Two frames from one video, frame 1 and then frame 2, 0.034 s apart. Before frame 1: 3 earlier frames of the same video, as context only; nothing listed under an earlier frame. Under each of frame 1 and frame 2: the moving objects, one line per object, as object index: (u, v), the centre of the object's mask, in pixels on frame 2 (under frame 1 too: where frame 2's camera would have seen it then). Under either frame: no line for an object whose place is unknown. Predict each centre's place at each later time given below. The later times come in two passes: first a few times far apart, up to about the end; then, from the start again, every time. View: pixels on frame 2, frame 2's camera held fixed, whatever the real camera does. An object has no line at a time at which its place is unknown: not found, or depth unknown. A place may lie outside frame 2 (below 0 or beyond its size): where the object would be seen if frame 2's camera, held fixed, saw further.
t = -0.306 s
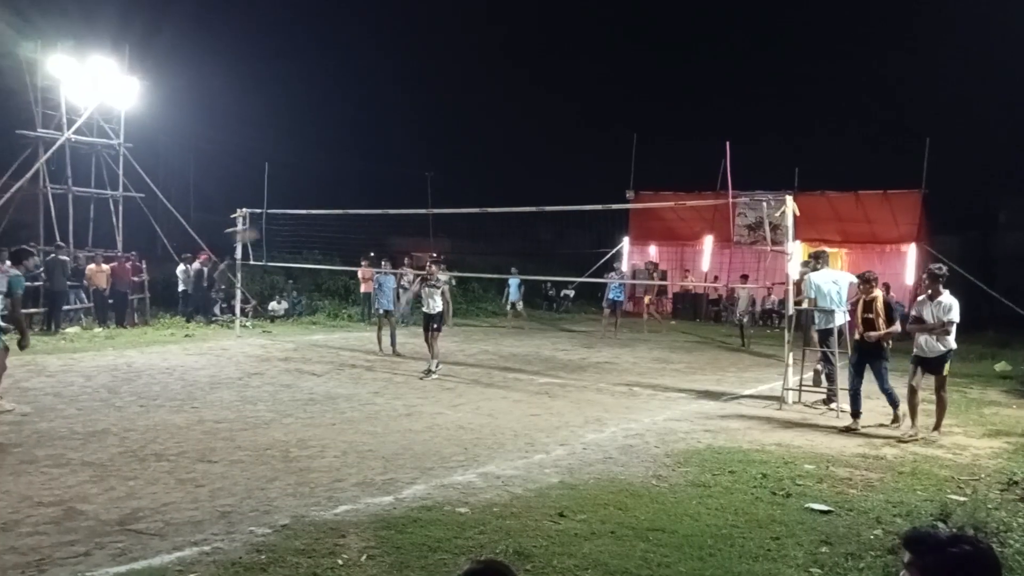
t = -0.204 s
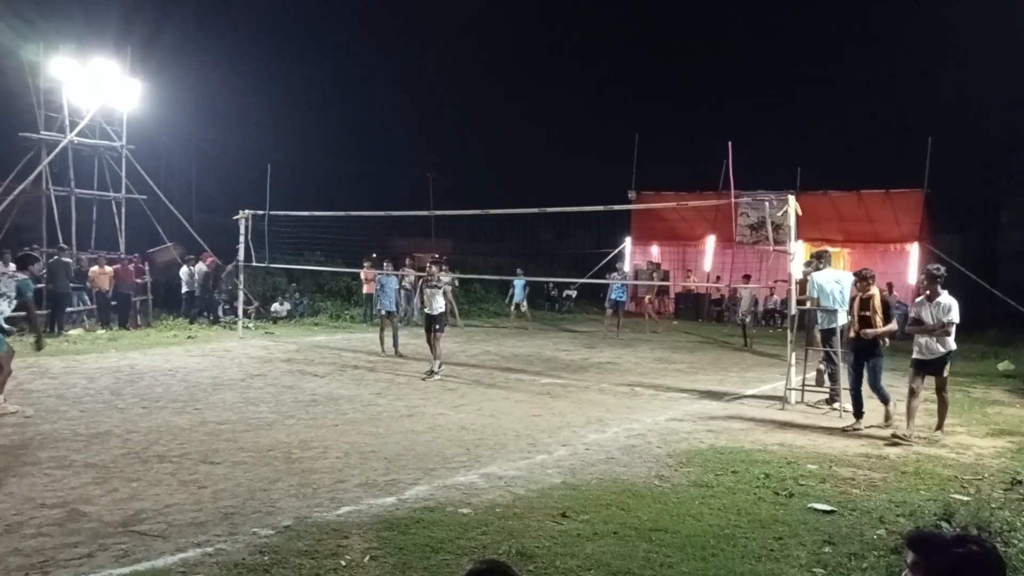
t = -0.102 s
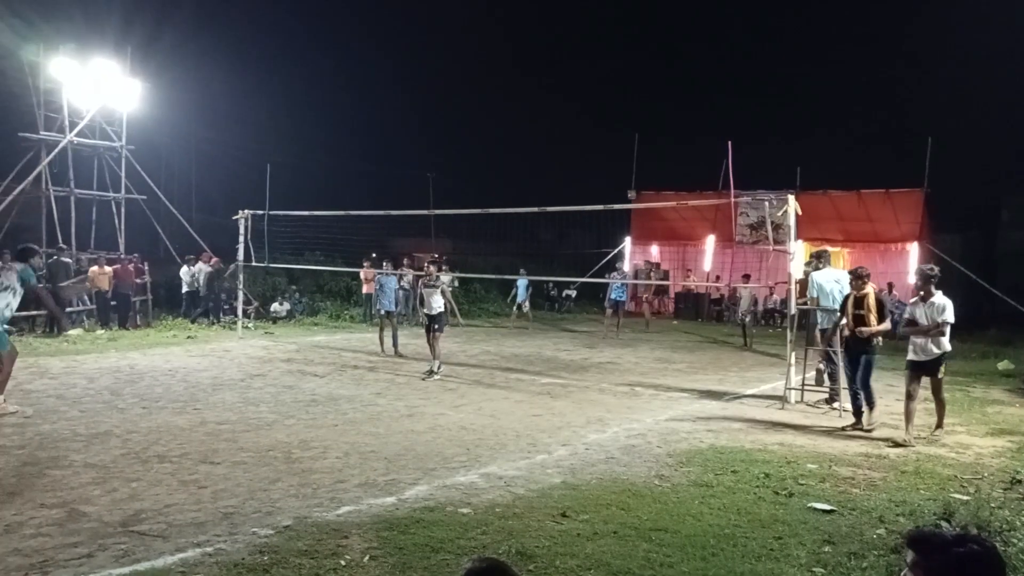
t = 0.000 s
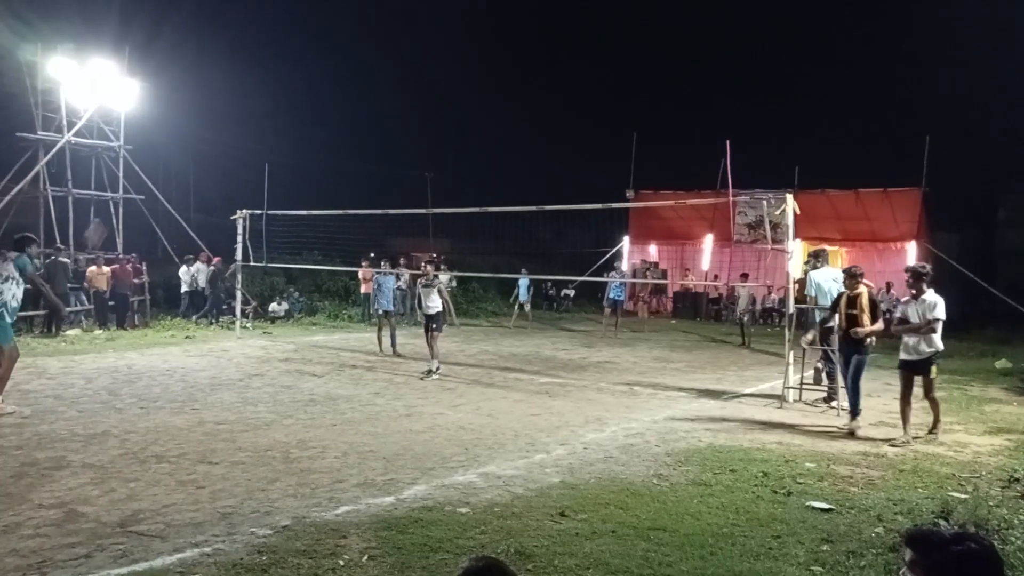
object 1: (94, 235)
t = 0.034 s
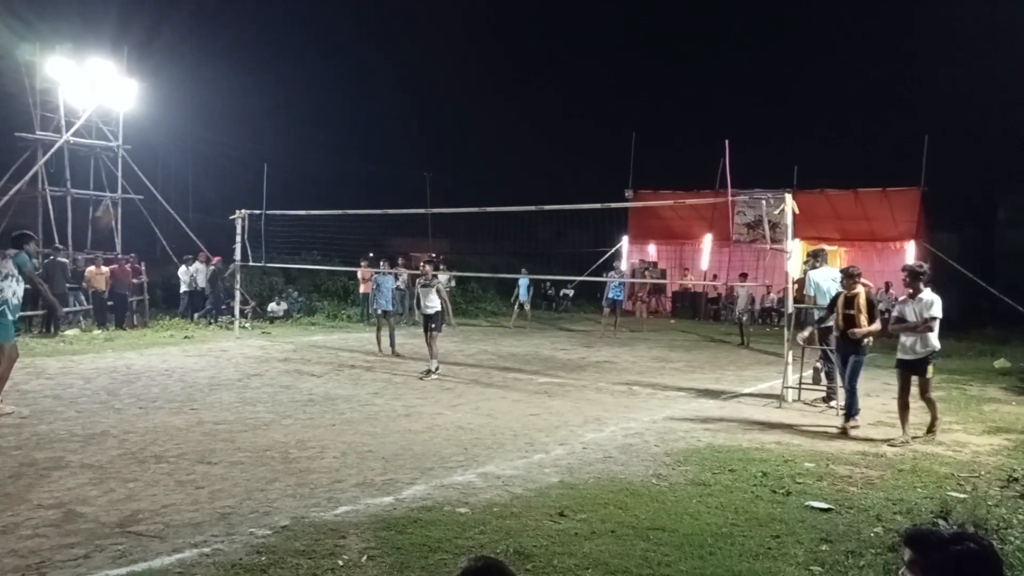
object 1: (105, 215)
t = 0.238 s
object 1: (179, 123)
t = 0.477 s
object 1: (250, 70)
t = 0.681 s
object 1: (305, 63)
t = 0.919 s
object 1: (362, 93)
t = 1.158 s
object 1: (411, 158)
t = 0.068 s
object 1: (119, 196)
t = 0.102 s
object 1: (131, 180)
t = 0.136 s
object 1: (143, 162)
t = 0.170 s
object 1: (154, 149)
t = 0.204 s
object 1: (166, 135)
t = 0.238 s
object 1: (179, 123)
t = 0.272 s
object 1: (189, 112)
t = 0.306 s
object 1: (200, 103)
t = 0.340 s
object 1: (211, 94)
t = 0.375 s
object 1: (221, 87)
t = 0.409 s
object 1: (231, 80)
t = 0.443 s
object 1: (241, 75)
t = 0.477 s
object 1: (250, 70)
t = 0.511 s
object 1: (260, 67)
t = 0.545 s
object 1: (269, 64)
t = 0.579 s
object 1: (278, 63)
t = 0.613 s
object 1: (288, 62)
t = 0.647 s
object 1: (296, 62)
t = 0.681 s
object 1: (305, 63)
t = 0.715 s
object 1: (314, 65)
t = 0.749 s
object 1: (322, 68)
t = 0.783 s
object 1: (331, 71)
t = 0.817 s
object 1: (338, 76)
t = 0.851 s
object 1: (346, 81)
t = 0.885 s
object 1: (354, 87)
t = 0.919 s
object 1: (362, 93)
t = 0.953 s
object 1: (370, 100)
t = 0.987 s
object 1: (377, 108)
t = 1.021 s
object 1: (384, 117)
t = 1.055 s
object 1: (391, 126)
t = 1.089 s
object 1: (397, 135)
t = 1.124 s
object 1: (404, 147)
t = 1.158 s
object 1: (411, 158)
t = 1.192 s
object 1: (418, 170)
